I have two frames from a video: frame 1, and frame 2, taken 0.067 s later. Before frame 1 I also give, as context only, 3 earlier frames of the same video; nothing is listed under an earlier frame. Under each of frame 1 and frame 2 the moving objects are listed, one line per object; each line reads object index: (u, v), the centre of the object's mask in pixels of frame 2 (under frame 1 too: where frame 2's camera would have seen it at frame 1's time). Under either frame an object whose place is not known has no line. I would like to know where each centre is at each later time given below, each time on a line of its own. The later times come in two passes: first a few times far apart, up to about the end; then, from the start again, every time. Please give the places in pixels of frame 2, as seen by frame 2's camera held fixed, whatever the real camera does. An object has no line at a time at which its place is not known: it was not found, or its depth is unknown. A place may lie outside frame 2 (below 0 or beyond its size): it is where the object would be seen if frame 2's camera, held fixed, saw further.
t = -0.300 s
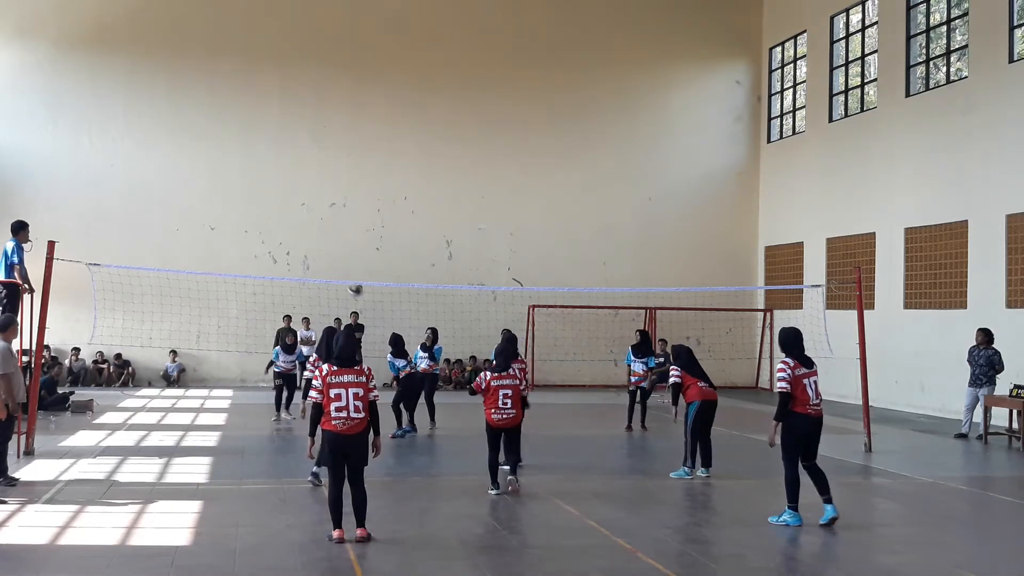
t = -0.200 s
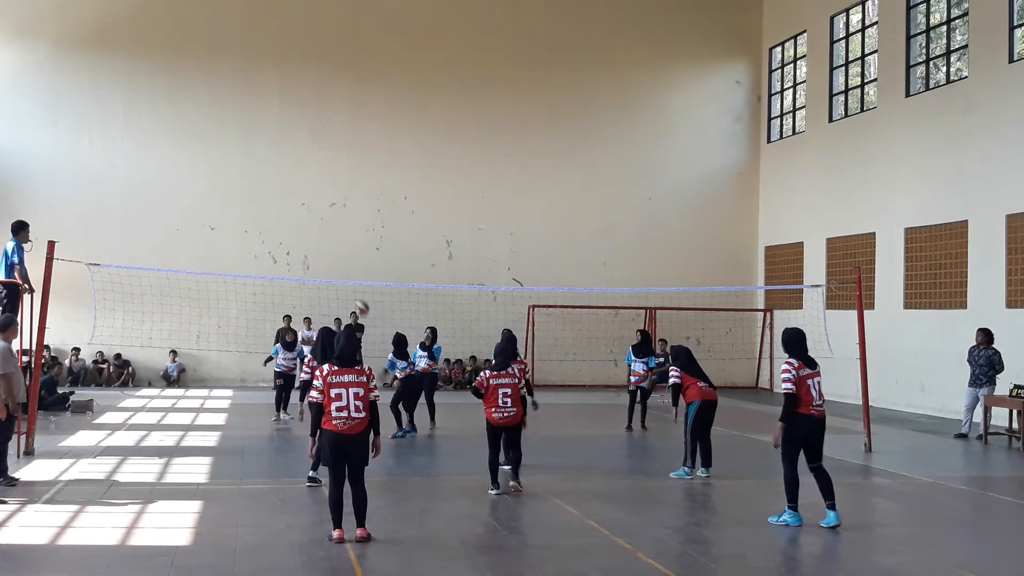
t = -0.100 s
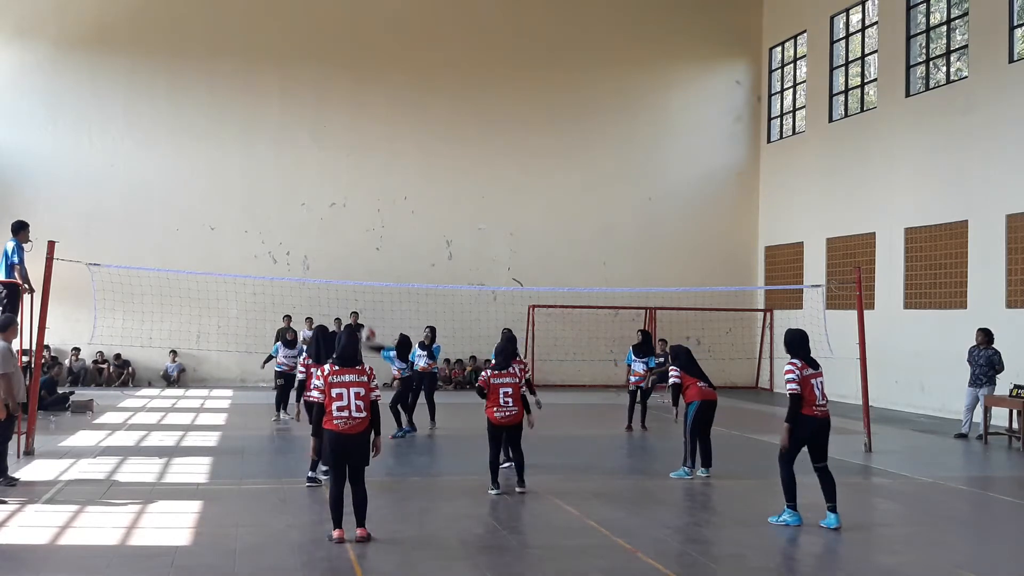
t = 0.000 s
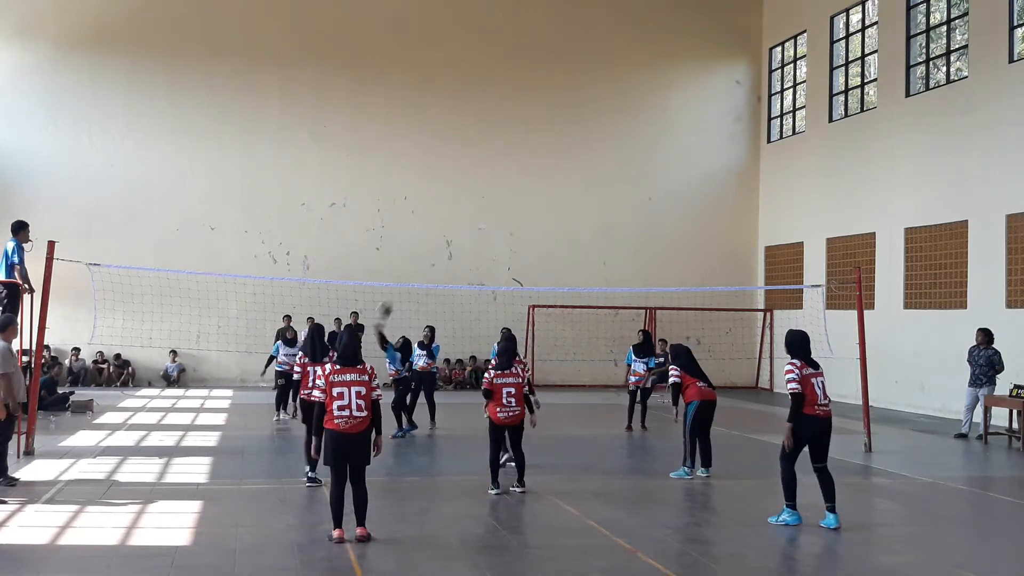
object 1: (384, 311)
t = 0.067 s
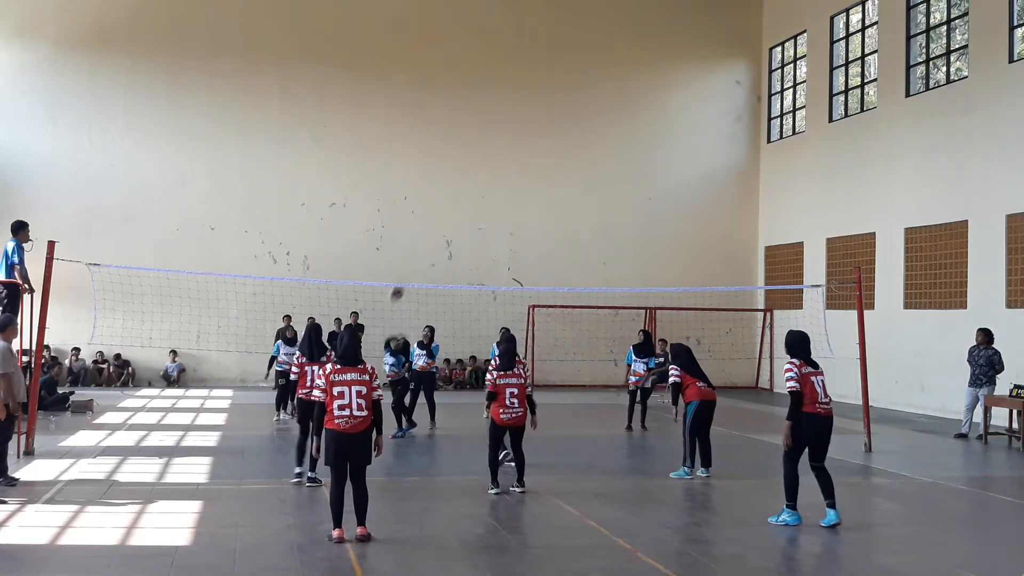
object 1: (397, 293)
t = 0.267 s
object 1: (433, 252)
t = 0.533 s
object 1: (492, 243)
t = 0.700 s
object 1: (535, 273)
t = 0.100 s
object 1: (402, 283)
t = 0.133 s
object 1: (408, 275)
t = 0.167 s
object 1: (413, 268)
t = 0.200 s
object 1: (420, 262)
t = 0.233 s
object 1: (427, 256)
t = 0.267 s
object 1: (433, 252)
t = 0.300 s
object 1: (440, 247)
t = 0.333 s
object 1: (447, 244)
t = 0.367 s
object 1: (454, 241)
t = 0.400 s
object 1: (461, 240)
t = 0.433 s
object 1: (468, 239)
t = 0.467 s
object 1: (476, 240)
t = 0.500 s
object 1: (483, 240)
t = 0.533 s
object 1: (492, 243)
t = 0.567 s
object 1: (500, 247)
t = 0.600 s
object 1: (509, 252)
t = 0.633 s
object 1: (518, 258)
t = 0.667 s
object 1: (527, 264)
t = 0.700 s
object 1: (535, 273)
